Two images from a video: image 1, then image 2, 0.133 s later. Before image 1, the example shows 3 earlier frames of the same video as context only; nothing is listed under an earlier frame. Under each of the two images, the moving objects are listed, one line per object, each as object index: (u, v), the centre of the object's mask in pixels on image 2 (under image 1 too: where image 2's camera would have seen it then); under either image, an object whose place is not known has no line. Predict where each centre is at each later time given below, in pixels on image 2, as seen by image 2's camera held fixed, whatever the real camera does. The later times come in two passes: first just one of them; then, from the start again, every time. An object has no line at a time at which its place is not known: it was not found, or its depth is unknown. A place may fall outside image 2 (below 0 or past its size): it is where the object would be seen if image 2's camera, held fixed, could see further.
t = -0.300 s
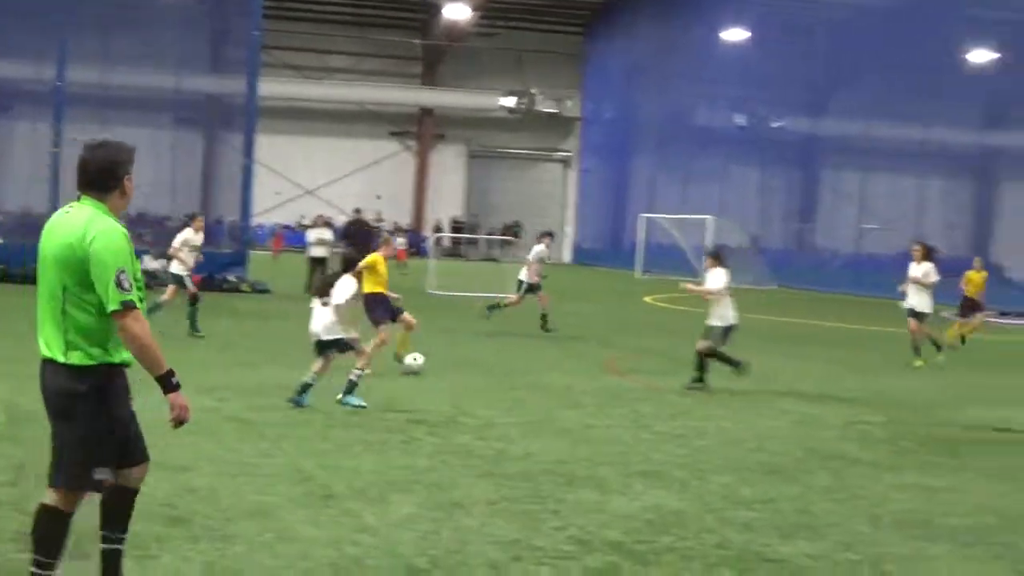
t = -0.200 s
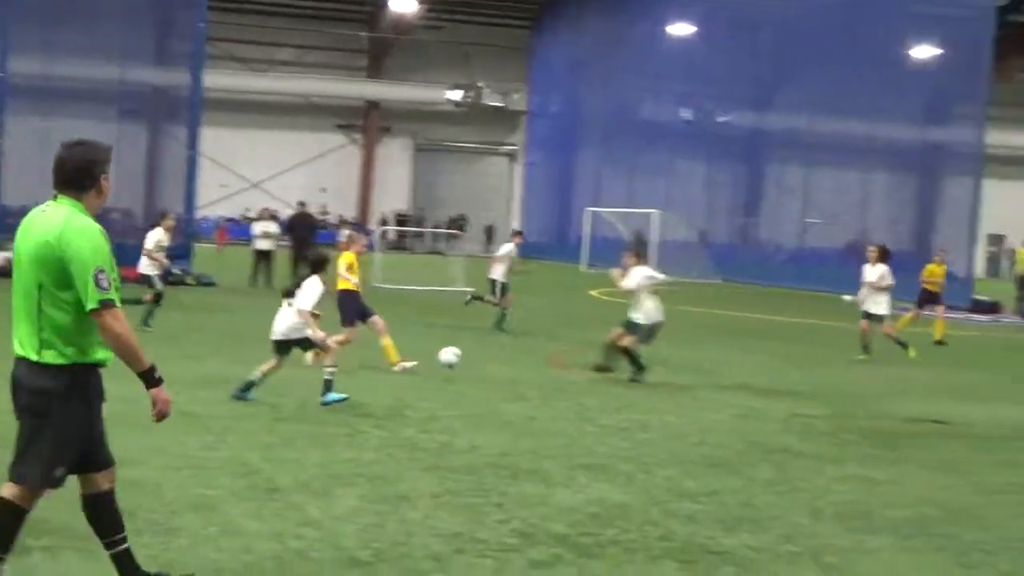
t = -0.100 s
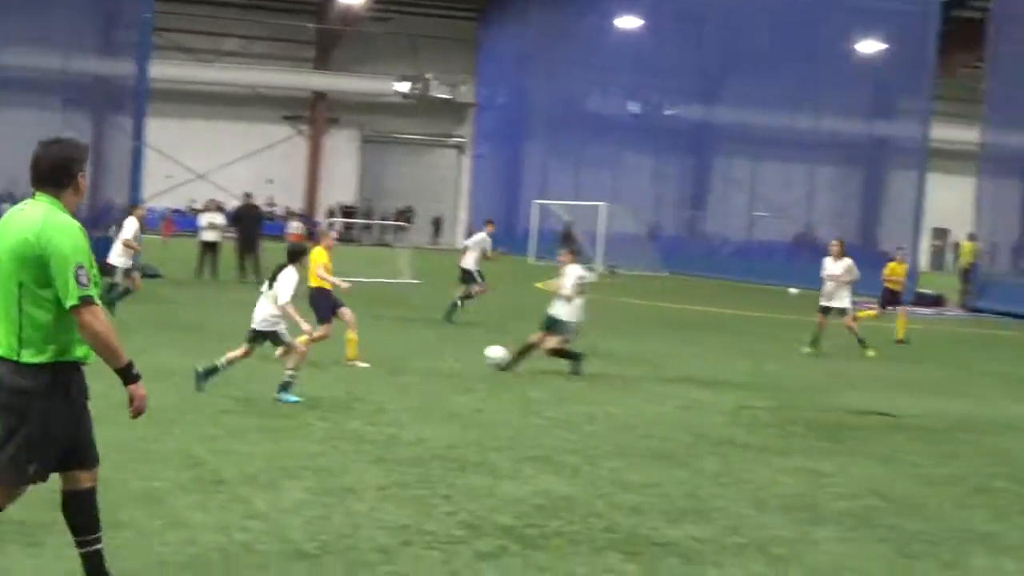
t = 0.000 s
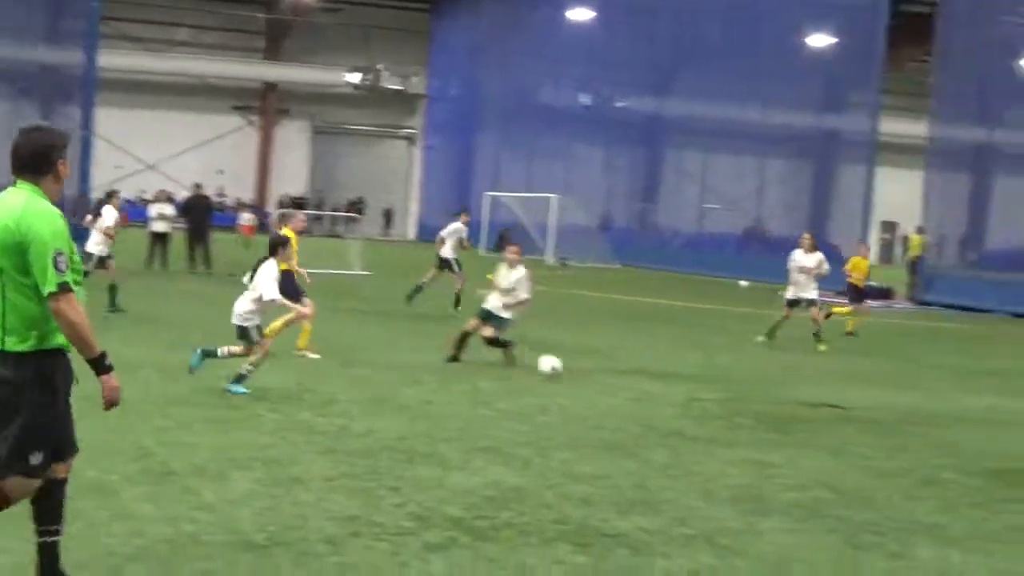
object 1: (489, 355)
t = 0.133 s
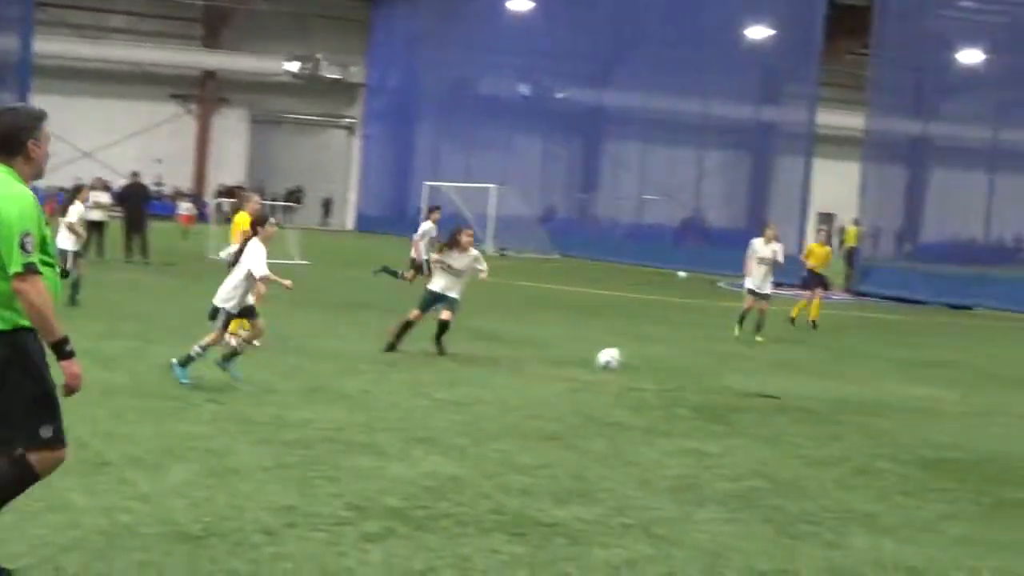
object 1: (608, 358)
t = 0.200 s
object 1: (666, 361)
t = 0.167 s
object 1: (638, 358)
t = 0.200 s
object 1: (666, 361)
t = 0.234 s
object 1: (695, 365)
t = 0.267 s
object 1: (724, 369)
